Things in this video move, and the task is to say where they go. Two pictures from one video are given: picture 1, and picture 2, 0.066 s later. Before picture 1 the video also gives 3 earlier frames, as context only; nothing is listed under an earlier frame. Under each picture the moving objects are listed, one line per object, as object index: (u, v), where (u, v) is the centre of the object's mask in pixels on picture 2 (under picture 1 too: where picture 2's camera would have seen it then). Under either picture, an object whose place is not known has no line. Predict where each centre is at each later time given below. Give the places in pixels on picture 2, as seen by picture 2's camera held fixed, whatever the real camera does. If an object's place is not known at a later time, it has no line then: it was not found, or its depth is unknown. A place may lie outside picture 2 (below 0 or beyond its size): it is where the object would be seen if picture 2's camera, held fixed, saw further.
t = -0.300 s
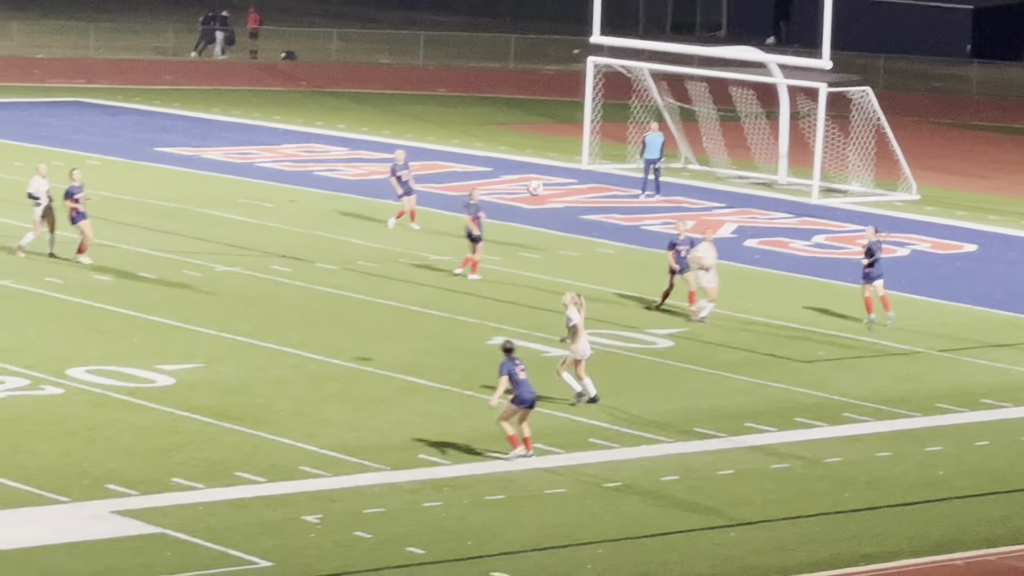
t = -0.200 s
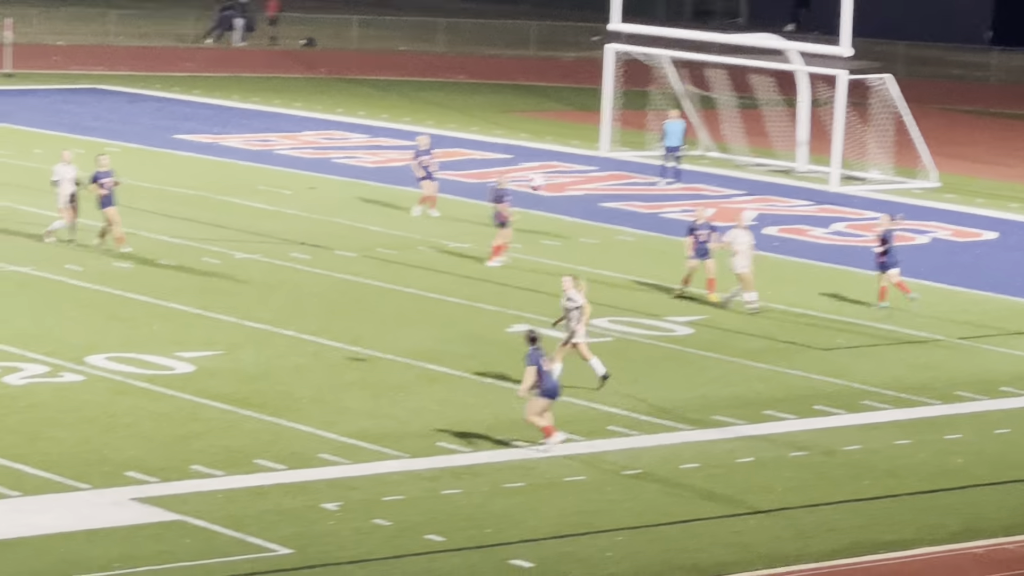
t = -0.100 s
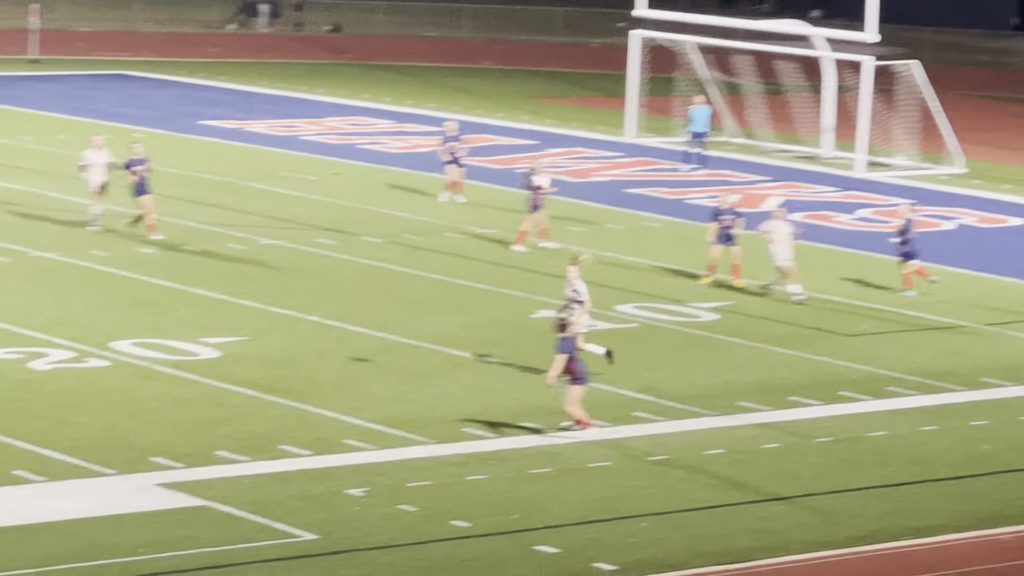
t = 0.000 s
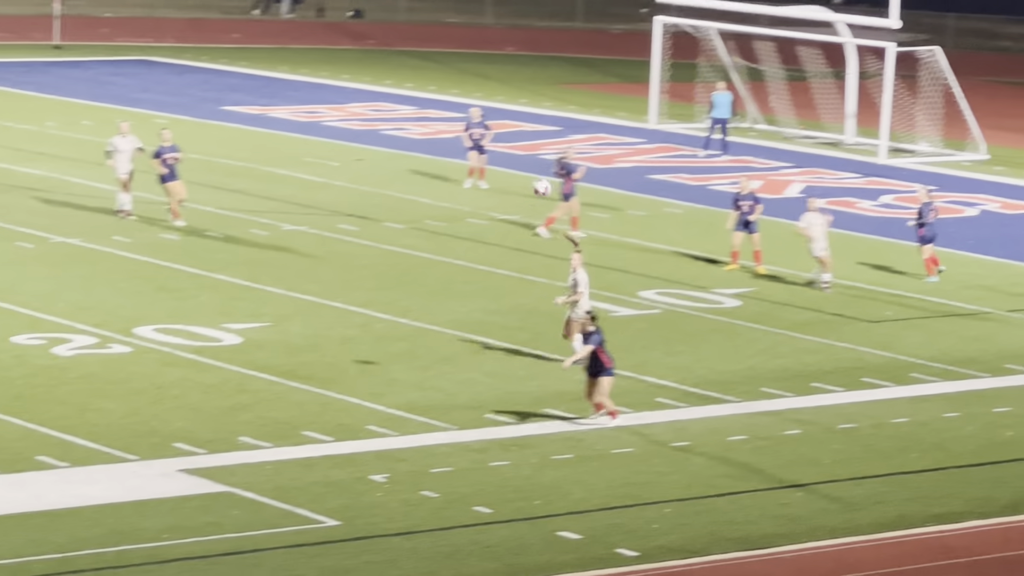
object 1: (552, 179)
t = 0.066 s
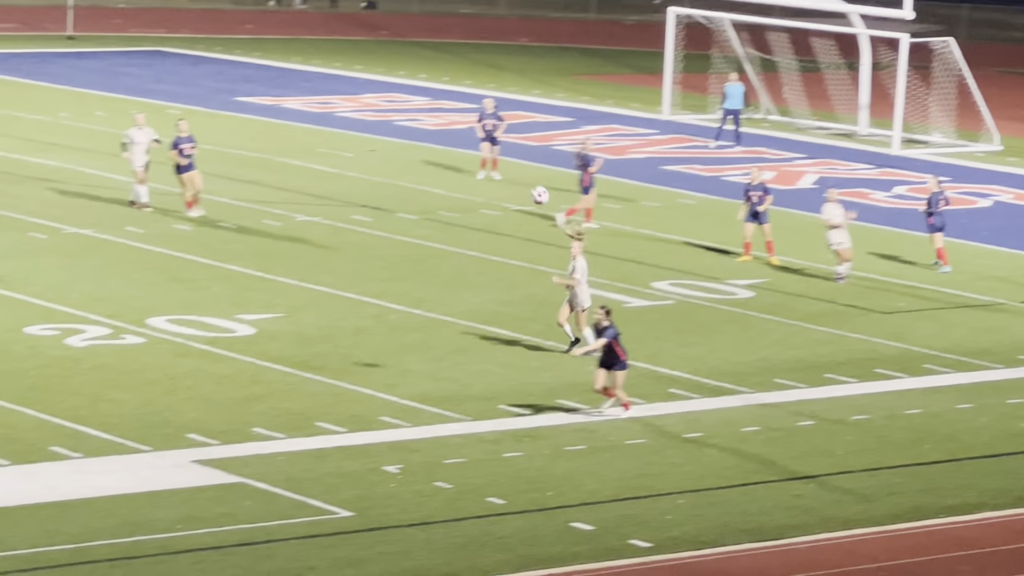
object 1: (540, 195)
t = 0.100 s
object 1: (533, 205)
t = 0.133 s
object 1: (526, 216)
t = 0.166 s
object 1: (519, 227)
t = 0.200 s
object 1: (512, 240)
